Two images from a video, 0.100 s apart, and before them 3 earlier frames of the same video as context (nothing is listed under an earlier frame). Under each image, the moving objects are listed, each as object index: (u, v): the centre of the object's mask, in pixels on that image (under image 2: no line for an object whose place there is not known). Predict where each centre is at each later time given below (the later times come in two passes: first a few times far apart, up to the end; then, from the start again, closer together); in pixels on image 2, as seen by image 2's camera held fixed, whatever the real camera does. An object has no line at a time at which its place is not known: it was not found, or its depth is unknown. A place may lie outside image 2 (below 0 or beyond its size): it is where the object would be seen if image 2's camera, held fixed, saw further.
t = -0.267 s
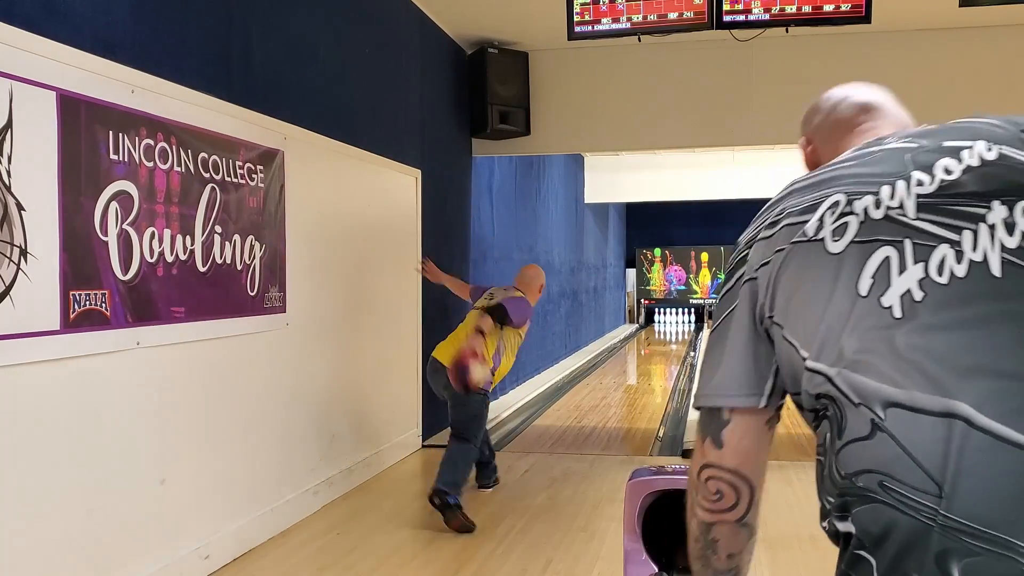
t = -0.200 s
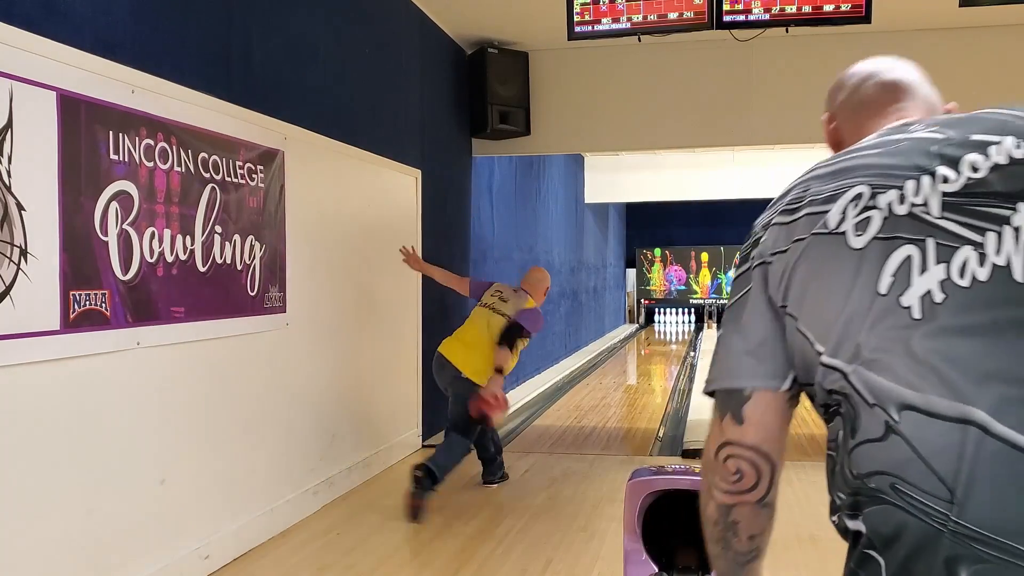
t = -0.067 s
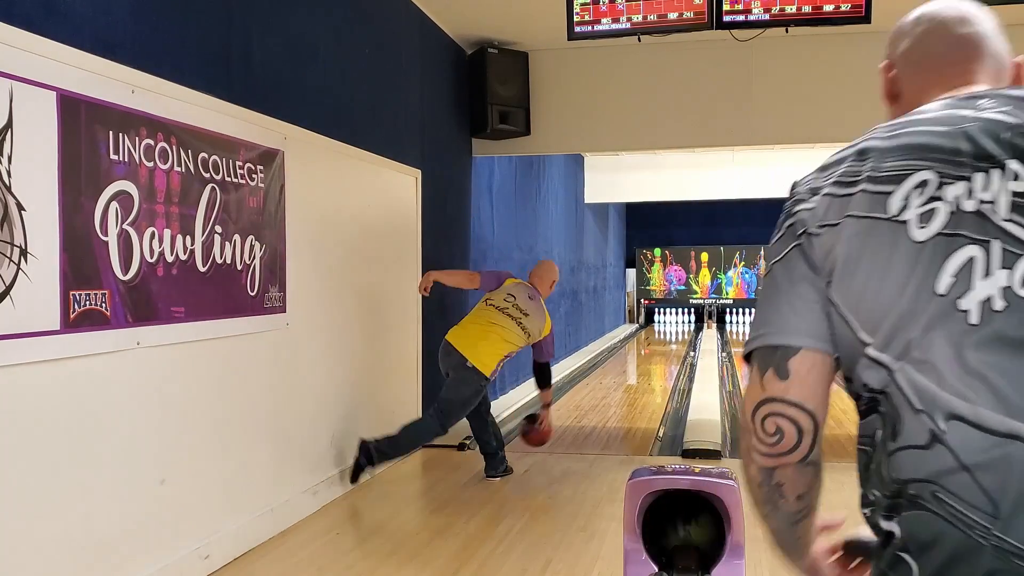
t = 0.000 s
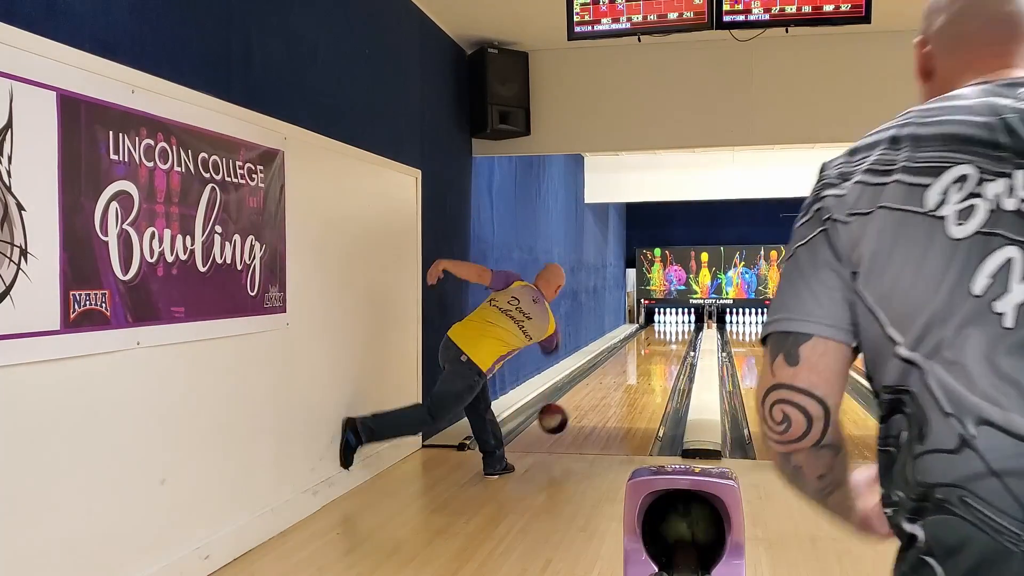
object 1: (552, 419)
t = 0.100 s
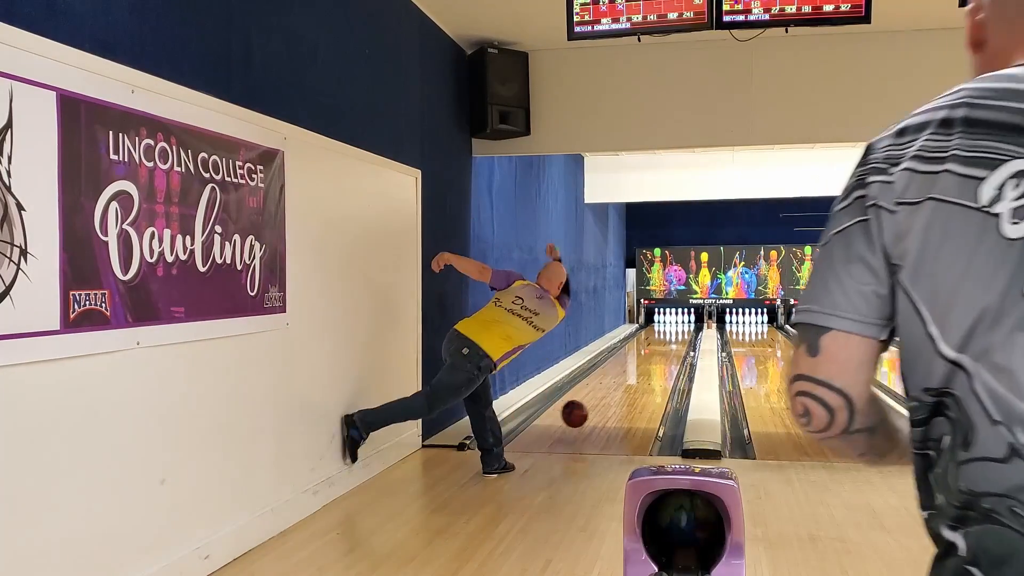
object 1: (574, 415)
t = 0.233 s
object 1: (597, 405)
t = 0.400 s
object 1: (618, 389)
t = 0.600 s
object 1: (637, 373)
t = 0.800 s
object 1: (651, 362)
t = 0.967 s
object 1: (660, 354)
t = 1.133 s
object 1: (667, 348)
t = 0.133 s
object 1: (581, 415)
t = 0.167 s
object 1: (587, 416)
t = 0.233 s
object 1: (597, 405)
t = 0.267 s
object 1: (602, 402)
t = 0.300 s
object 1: (606, 399)
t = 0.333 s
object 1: (610, 395)
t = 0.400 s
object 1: (618, 389)
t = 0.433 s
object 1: (622, 386)
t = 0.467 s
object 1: (625, 383)
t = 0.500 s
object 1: (629, 381)
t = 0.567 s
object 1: (634, 376)
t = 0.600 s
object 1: (637, 373)
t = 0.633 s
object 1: (640, 371)
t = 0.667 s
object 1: (642, 370)
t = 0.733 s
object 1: (646, 366)
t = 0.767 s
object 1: (649, 364)
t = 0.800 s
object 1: (651, 362)
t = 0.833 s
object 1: (653, 361)
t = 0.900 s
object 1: (657, 357)
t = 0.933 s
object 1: (658, 356)
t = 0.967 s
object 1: (660, 354)
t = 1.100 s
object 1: (666, 349)
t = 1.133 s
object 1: (667, 348)
